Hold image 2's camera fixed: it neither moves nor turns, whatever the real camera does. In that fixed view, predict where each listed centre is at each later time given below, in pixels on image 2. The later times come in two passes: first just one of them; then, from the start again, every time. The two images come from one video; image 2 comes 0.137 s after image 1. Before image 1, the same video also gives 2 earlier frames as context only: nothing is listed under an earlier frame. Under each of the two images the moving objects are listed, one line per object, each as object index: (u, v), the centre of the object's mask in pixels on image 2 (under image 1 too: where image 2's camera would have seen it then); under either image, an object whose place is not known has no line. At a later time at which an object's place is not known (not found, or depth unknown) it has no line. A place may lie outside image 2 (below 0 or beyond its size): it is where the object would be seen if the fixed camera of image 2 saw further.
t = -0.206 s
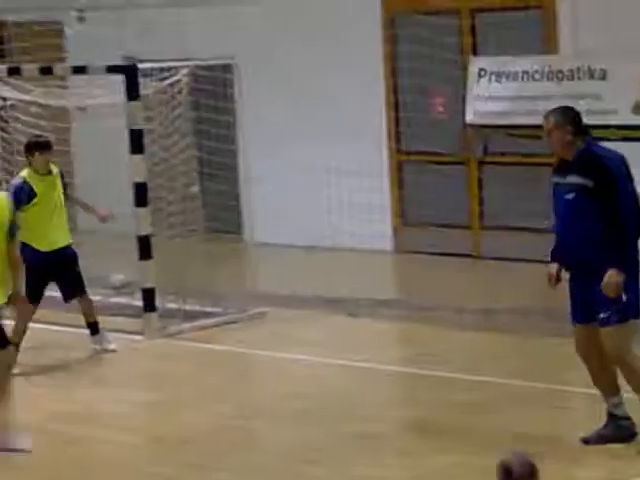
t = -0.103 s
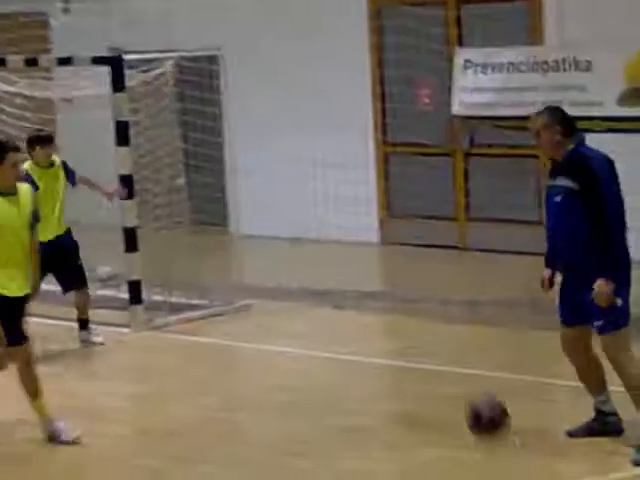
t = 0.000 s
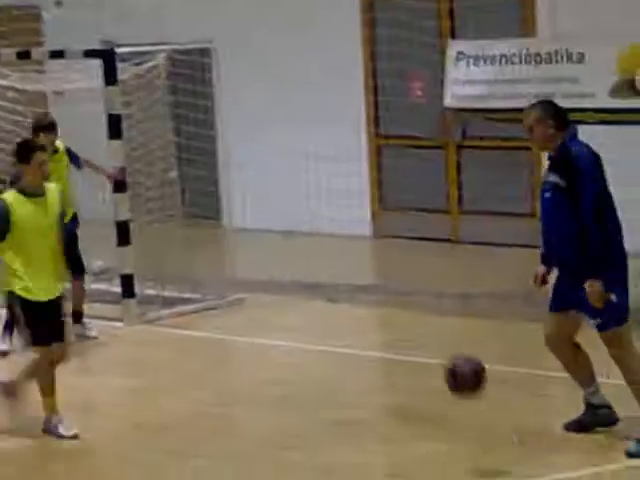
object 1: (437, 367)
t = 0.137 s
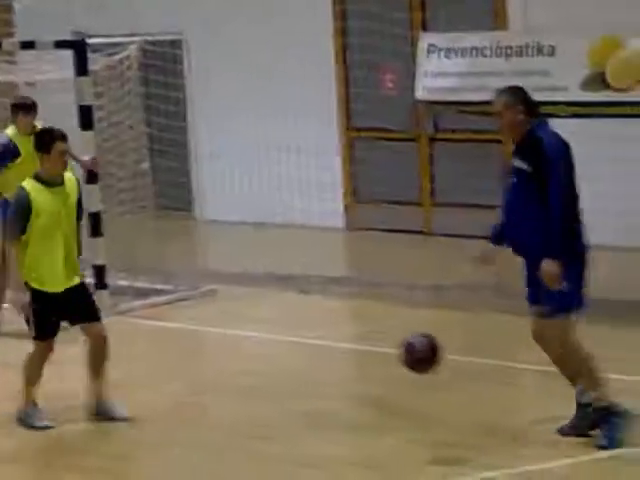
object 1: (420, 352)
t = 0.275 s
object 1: (401, 370)
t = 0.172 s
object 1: (414, 354)
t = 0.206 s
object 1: (410, 357)
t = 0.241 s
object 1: (405, 363)
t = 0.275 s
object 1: (401, 370)
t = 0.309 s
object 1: (398, 377)
